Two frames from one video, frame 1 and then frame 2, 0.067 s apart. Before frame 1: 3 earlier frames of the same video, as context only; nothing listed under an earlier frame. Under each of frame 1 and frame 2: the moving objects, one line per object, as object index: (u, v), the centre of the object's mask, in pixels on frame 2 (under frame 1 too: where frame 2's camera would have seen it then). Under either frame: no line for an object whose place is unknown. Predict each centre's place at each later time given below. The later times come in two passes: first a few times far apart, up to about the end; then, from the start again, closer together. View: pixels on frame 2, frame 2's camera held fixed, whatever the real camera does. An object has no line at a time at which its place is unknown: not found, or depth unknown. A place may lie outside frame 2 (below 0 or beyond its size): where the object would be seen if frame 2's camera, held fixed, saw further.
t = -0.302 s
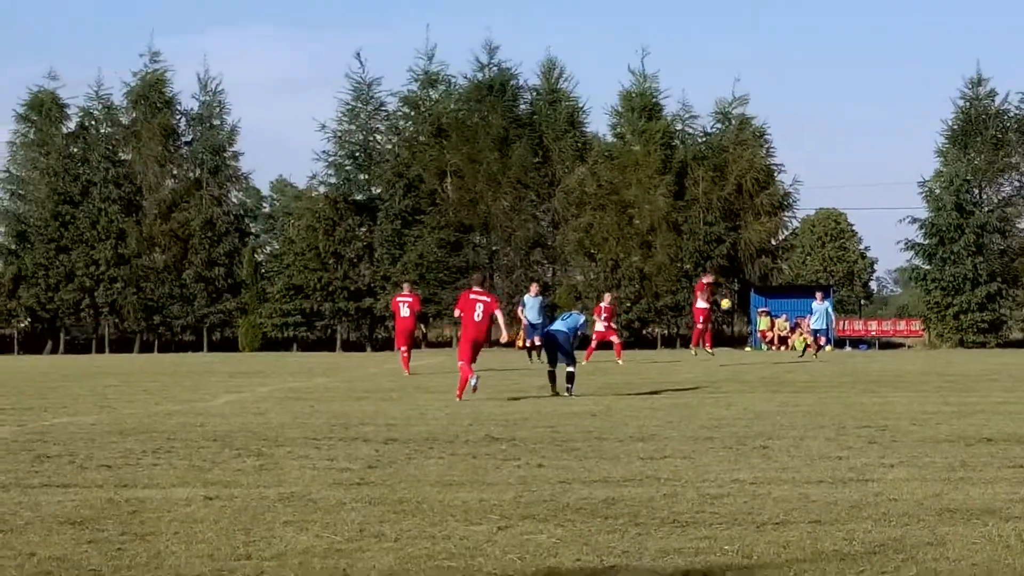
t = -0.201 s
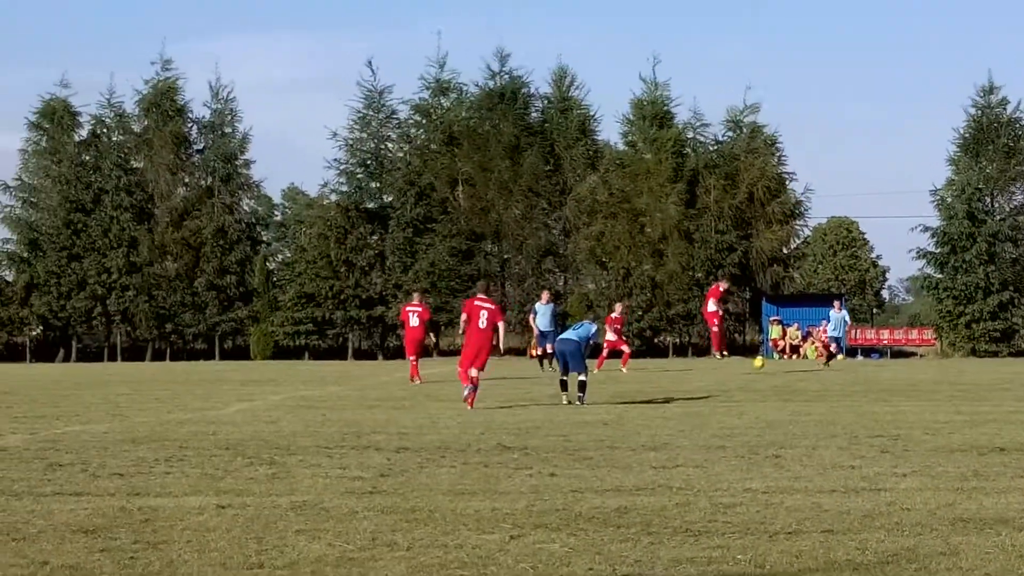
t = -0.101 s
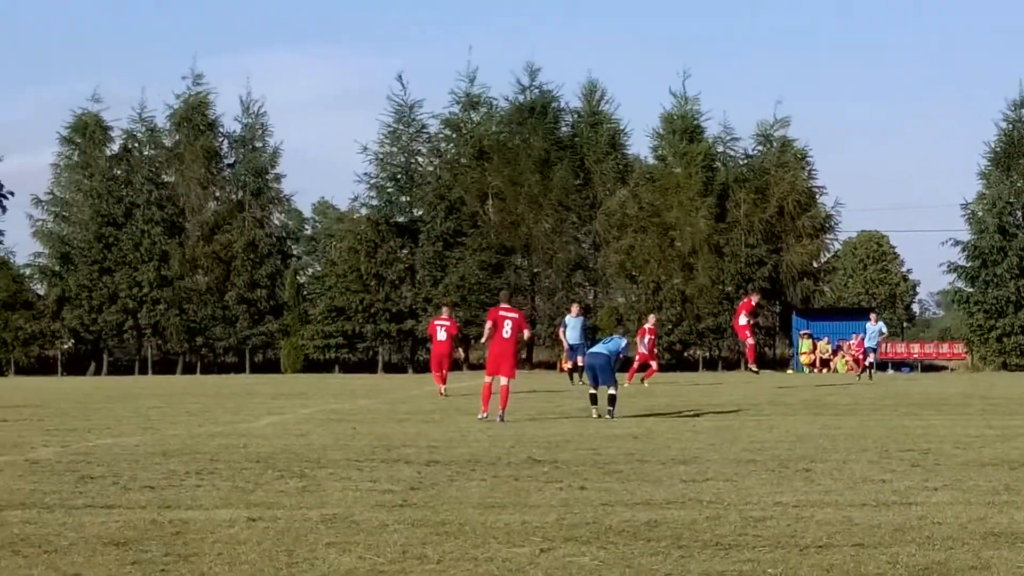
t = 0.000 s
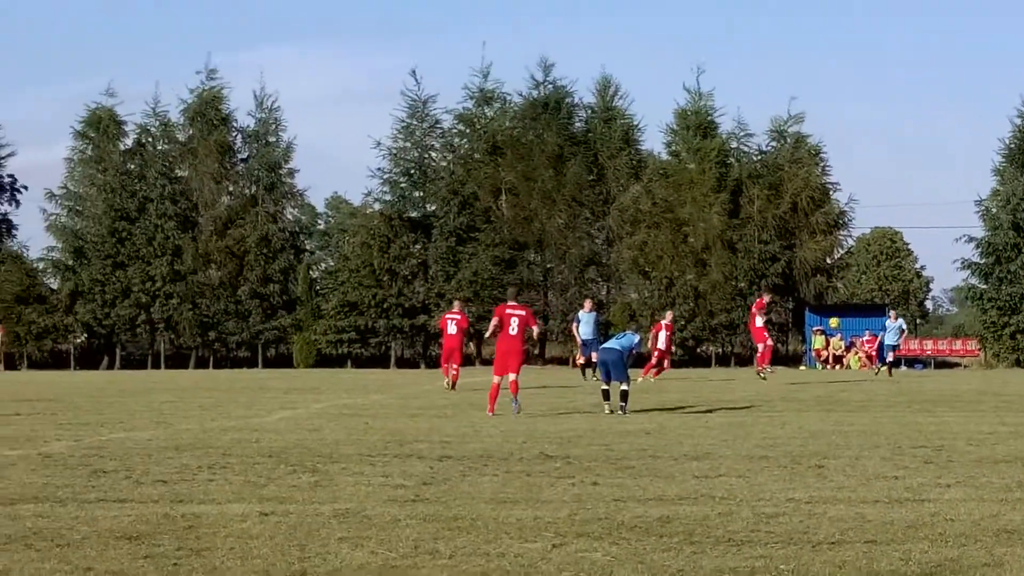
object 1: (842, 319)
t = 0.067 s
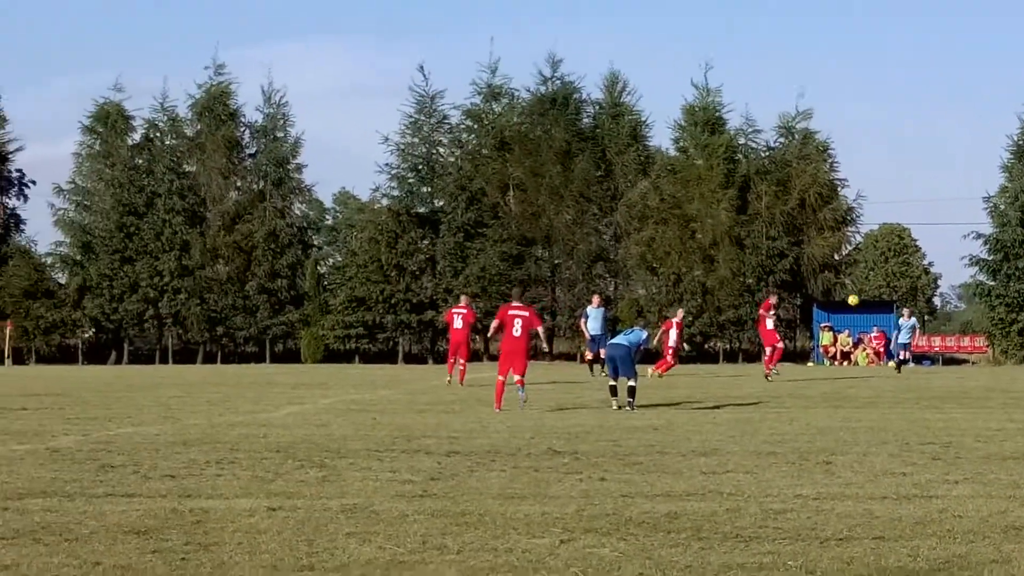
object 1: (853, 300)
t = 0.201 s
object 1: (874, 271)
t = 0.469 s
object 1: (922, 235)
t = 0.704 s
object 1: (965, 233)
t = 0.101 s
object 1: (858, 292)
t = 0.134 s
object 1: (864, 284)
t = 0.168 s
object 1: (869, 277)
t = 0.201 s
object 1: (874, 271)
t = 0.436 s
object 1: (914, 236)
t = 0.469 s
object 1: (922, 235)
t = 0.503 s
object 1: (928, 233)
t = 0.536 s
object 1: (933, 232)
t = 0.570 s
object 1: (939, 231)
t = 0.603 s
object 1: (945, 231)
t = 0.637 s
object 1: (952, 230)
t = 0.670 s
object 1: (958, 231)
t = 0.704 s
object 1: (965, 233)
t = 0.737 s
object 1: (971, 235)
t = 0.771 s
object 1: (977, 237)
